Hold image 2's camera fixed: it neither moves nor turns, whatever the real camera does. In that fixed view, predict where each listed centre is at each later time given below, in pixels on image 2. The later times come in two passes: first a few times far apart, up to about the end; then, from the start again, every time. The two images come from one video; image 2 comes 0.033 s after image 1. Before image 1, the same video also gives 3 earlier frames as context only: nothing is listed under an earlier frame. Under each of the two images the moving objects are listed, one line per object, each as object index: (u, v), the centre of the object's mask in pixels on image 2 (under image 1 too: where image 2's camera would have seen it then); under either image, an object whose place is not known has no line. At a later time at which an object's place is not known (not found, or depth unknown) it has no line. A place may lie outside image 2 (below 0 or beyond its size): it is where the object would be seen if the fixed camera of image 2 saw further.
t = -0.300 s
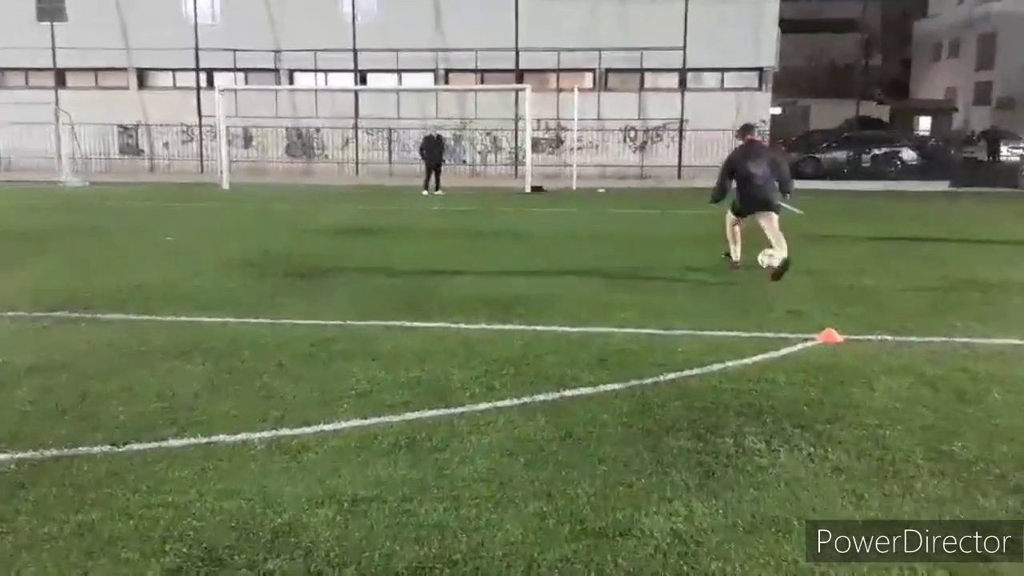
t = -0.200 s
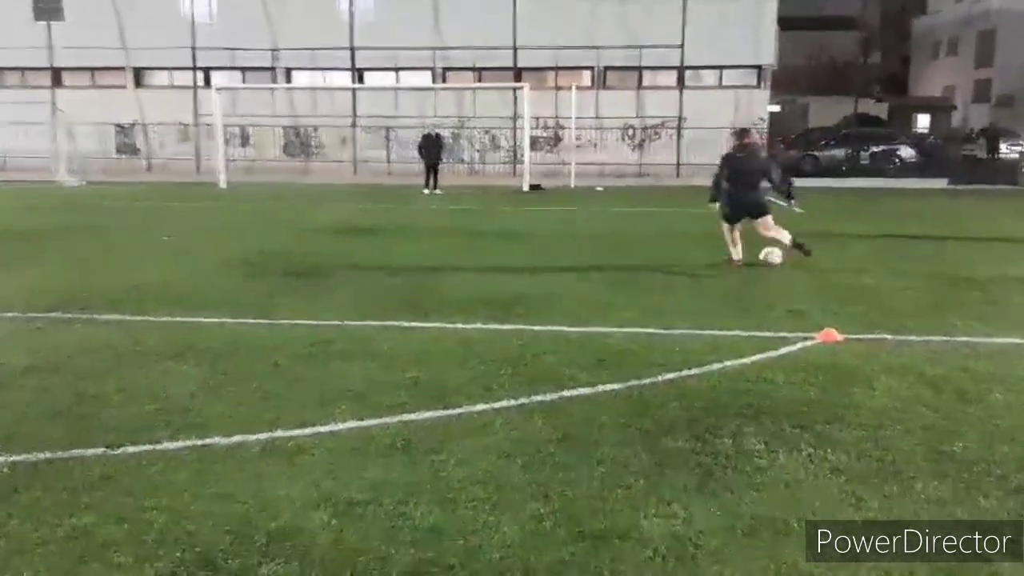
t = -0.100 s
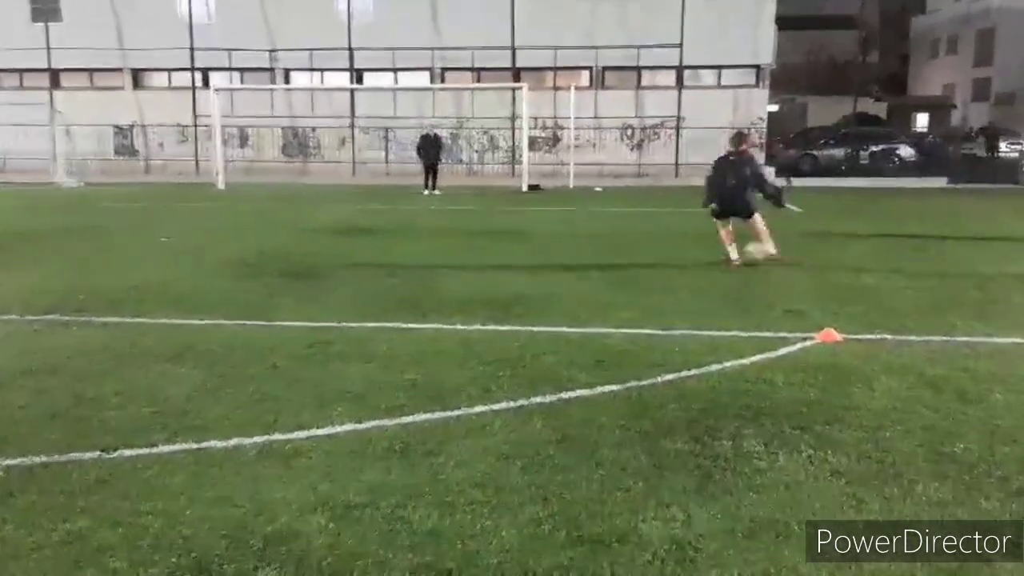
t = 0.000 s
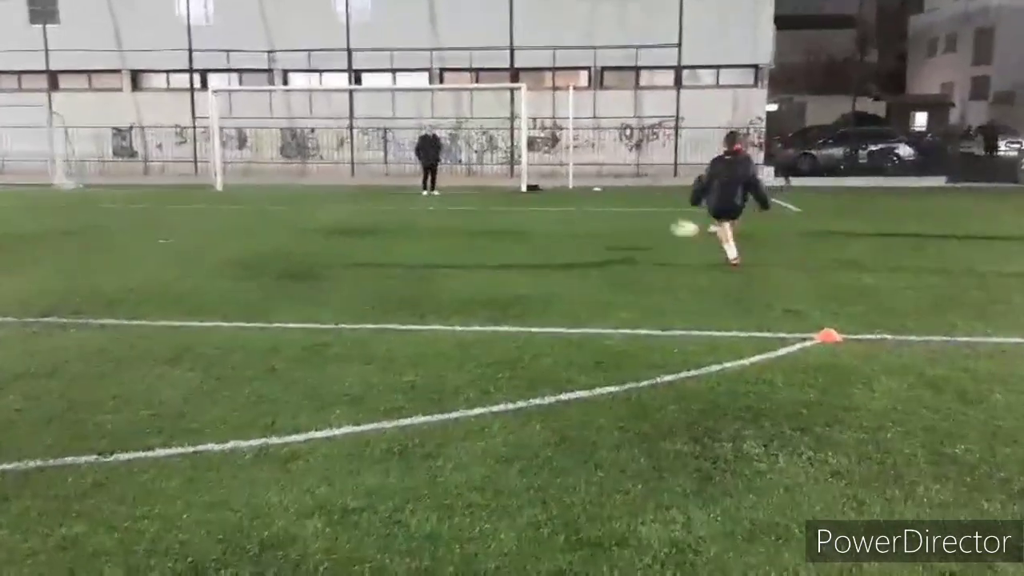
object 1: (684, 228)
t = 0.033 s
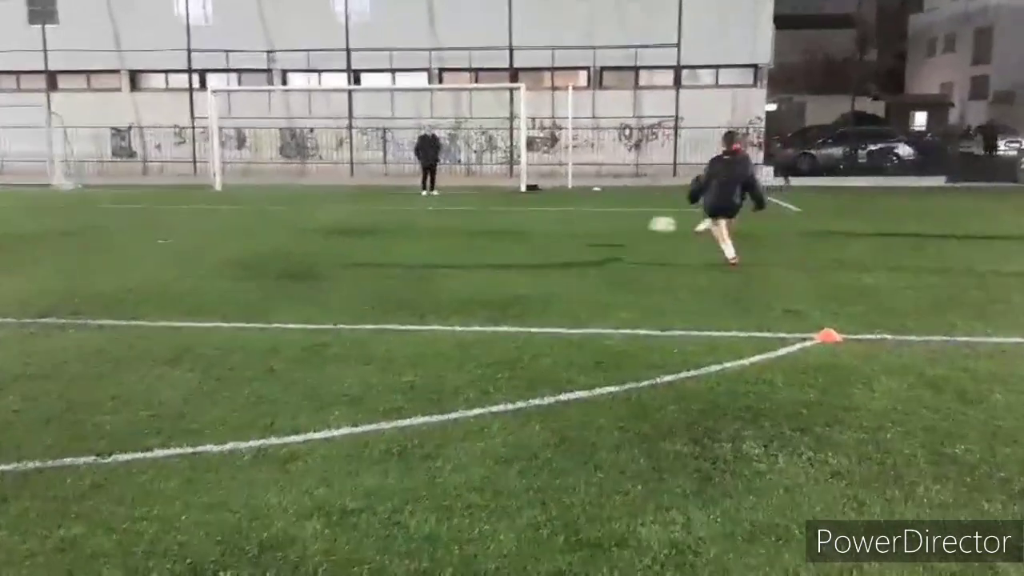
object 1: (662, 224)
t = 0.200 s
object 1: (570, 216)
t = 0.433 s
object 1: (481, 202)
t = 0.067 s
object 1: (642, 221)
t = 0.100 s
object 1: (622, 218)
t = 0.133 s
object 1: (604, 217)
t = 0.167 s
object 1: (587, 216)
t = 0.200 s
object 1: (570, 216)
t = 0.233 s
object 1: (555, 217)
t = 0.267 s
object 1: (540, 218)
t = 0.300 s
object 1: (526, 215)
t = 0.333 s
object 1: (514, 211)
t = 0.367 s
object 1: (503, 207)
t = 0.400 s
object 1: (491, 204)
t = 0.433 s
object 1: (481, 202)
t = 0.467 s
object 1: (471, 201)
